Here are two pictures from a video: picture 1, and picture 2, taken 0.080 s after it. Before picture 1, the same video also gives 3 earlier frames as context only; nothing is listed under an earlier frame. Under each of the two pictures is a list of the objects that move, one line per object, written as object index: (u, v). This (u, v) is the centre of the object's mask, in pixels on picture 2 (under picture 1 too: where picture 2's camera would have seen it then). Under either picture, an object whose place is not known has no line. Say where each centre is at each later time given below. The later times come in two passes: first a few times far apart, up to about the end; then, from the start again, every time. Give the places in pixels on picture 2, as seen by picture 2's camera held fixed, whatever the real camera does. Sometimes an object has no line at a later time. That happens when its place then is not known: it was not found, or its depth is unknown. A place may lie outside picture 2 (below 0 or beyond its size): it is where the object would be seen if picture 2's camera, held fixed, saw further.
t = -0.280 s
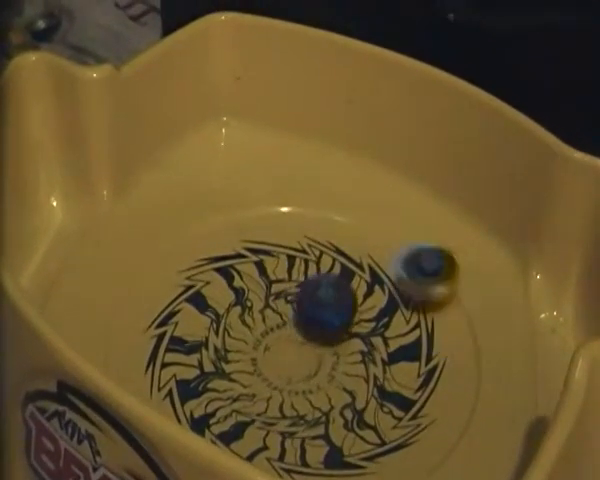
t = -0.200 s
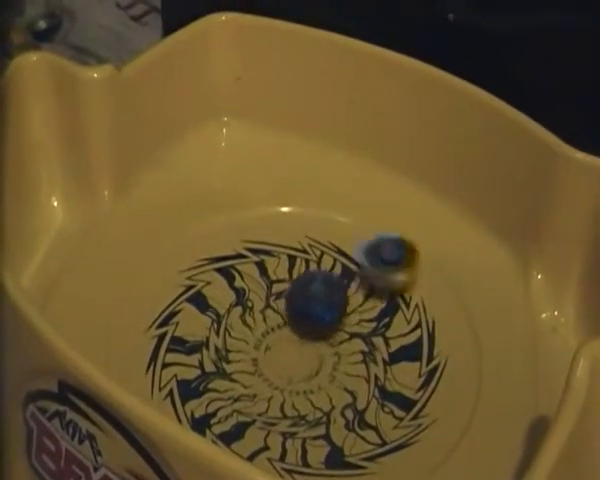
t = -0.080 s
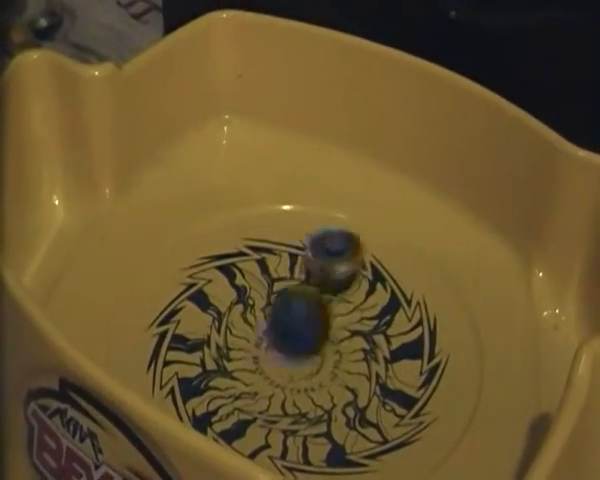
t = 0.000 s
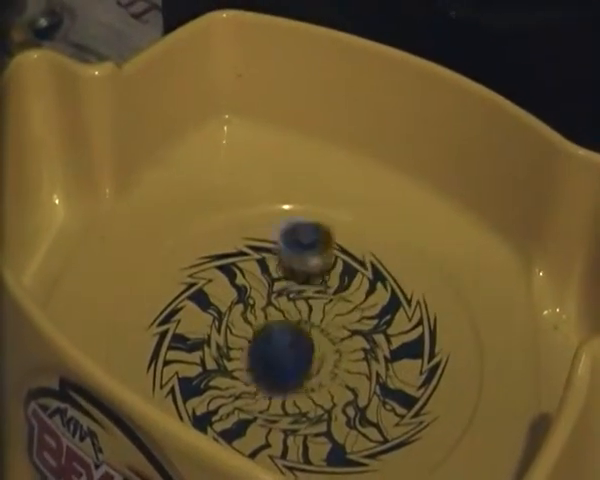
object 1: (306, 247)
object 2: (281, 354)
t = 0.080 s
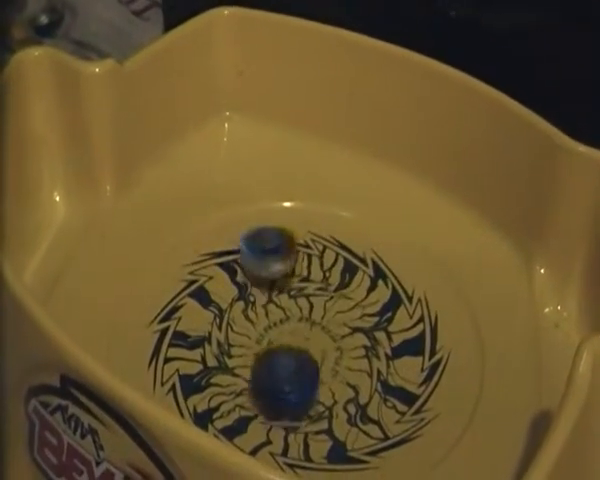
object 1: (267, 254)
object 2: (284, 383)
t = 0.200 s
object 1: (219, 281)
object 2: (304, 408)
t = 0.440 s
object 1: (190, 376)
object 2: (327, 380)
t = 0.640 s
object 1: (273, 434)
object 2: (277, 337)
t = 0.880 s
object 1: (378, 390)
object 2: (209, 320)
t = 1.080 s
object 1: (358, 305)
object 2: (203, 338)
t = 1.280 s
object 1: (281, 252)
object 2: (254, 336)
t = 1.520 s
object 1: (173, 251)
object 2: (280, 290)
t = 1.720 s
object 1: (139, 317)
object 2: (263, 263)
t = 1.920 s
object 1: (221, 384)
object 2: (246, 286)
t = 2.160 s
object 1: (342, 357)
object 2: (286, 321)
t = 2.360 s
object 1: (394, 288)
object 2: (299, 307)
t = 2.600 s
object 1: (344, 214)
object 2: (275, 298)
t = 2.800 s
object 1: (258, 221)
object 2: (272, 322)
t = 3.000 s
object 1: (212, 288)
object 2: (299, 332)
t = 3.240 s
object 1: (247, 385)
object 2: (304, 313)
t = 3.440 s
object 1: (344, 422)
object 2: (278, 312)
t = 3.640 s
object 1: (421, 374)
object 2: (273, 332)
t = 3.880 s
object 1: (370, 293)
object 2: (294, 333)
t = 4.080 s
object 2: (285, 326)
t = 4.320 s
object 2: (280, 357)
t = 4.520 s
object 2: (295, 355)
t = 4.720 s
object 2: (289, 335)
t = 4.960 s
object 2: (260, 317)
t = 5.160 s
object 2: (242, 320)
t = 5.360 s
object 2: (257, 326)
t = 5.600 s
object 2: (275, 312)
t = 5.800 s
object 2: (271, 300)
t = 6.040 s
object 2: (275, 303)
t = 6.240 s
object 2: (287, 309)
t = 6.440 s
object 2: (293, 309)
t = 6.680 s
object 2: (294, 312)
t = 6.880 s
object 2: (294, 316)
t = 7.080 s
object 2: (291, 321)
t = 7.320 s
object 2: (288, 323)
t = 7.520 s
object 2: (286, 326)
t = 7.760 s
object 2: (282, 326)
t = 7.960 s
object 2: (281, 323)
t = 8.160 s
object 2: (287, 326)
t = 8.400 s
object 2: (284, 328)
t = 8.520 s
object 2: (279, 325)
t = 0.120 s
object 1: (251, 261)
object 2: (290, 395)
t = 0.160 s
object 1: (235, 272)
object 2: (298, 403)
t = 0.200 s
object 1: (219, 281)
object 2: (304, 408)
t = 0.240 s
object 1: (207, 295)
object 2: (312, 411)
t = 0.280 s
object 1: (198, 308)
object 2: (321, 411)
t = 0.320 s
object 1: (191, 326)
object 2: (328, 406)
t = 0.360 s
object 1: (187, 340)
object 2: (331, 399)
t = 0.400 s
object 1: (186, 358)
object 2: (331, 390)
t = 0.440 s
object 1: (190, 376)
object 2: (327, 380)
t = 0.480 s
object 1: (201, 390)
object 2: (321, 368)
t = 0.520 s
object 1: (213, 401)
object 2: (312, 358)
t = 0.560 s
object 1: (231, 416)
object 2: (300, 351)
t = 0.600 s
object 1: (250, 425)
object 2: (288, 344)
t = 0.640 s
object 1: (273, 434)
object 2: (277, 337)
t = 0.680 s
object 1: (298, 439)
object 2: (264, 331)
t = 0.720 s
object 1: (320, 441)
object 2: (252, 327)
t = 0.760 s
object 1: (341, 433)
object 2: (240, 324)
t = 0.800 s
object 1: (359, 420)
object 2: (229, 322)
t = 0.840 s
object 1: (371, 406)
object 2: (219, 321)
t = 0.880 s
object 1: (378, 390)
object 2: (209, 320)
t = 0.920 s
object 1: (381, 372)
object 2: (201, 321)
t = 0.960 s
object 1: (379, 353)
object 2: (196, 324)
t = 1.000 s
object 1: (374, 335)
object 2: (195, 327)
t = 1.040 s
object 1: (367, 320)
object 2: (197, 333)
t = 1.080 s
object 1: (358, 305)
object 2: (203, 338)
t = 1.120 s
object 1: (345, 291)
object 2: (212, 342)
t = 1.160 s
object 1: (331, 280)
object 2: (223, 345)
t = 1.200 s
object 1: (316, 266)
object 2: (234, 345)
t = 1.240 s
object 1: (298, 258)
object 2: (244, 342)
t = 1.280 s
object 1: (281, 252)
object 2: (254, 336)
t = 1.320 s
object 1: (261, 246)
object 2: (263, 331)
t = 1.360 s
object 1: (243, 243)
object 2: (271, 322)
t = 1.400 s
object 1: (224, 240)
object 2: (276, 313)
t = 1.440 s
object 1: (204, 241)
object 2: (278, 306)
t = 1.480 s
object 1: (187, 245)
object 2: (280, 298)
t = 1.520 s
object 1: (173, 251)
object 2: (280, 290)
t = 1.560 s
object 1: (159, 259)
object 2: (279, 282)
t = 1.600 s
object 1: (147, 271)
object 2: (277, 274)
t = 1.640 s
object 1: (140, 285)
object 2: (272, 268)
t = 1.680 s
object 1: (137, 300)
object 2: (268, 265)
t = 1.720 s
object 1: (139, 317)
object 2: (263, 263)
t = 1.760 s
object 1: (147, 334)
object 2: (256, 264)
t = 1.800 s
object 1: (160, 351)
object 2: (250, 267)
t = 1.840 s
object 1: (177, 365)
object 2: (247, 272)
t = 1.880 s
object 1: (196, 375)
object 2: (245, 279)
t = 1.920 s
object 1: (221, 384)
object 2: (246, 286)
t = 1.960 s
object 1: (244, 387)
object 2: (249, 294)
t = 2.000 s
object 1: (269, 389)
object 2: (254, 303)
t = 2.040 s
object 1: (290, 386)
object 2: (261, 309)
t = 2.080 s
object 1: (310, 379)
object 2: (269, 314)
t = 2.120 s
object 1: (328, 368)
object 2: (277, 318)
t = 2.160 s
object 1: (342, 357)
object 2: (286, 321)
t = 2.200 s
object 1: (358, 347)
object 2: (291, 320)
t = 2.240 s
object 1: (375, 336)
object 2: (294, 318)
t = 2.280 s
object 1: (385, 321)
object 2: (297, 314)
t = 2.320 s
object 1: (391, 305)
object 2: (299, 311)
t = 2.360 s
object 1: (394, 288)
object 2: (299, 307)
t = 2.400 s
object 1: (395, 272)
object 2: (297, 303)
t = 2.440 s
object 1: (391, 257)
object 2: (295, 300)
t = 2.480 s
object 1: (383, 244)
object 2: (292, 296)
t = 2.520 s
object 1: (372, 231)
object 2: (286, 295)
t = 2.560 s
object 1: (360, 222)
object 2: (281, 296)
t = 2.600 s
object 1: (344, 214)
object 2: (275, 298)
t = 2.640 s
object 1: (327, 210)
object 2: (272, 301)
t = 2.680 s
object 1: (309, 208)
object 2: (269, 307)
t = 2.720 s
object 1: (292, 210)
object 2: (269, 311)
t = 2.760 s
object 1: (274, 215)
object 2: (270, 317)
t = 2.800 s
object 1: (258, 221)
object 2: (272, 322)
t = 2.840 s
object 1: (244, 231)
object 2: (277, 325)
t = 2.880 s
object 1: (234, 244)
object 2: (281, 330)
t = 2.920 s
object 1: (223, 257)
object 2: (287, 331)
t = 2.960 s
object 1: (216, 271)
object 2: (293, 332)
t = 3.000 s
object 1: (212, 288)
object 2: (299, 332)
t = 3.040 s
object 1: (211, 306)
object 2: (304, 330)
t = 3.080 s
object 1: (212, 321)
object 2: (307, 328)
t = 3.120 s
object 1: (217, 339)
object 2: (310, 325)
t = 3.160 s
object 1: (225, 356)
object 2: (310, 321)
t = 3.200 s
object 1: (234, 372)
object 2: (308, 316)
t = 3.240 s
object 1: (247, 385)
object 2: (304, 313)
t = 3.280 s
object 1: (263, 399)
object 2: (300, 310)
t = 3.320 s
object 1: (280, 410)
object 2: (294, 309)
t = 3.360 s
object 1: (301, 417)
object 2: (288, 309)
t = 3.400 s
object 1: (323, 420)
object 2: (283, 310)
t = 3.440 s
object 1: (344, 422)
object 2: (278, 312)
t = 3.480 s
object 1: (366, 419)
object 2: (275, 315)
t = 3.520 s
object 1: (385, 413)
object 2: (272, 319)
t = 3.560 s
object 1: (402, 403)
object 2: (271, 324)
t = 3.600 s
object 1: (412, 391)
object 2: (272, 327)
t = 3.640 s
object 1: (421, 374)
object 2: (273, 332)
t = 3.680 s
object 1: (423, 357)
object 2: (276, 335)
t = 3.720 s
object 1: (419, 341)
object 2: (280, 337)
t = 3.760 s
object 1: (410, 327)
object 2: (284, 339)
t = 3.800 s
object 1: (400, 312)
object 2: (289, 338)
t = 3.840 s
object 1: (388, 302)
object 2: (292, 335)
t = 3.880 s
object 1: (370, 293)
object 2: (294, 333)
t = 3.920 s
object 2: (295, 329)
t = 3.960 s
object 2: (294, 324)
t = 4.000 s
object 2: (293, 319)
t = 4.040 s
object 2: (288, 320)
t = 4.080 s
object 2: (285, 326)
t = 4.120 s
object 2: (282, 335)
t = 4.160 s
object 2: (280, 341)
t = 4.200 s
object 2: (279, 345)
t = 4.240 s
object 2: (278, 349)
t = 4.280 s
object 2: (279, 353)
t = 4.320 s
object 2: (280, 357)
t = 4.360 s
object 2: (282, 359)
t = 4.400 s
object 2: (286, 361)
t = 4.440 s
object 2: (289, 361)
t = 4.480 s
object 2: (292, 359)
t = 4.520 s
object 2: (295, 355)
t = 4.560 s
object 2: (296, 353)
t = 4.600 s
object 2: (296, 349)
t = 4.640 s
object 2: (295, 344)
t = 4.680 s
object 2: (292, 339)
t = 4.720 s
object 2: (289, 335)
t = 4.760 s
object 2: (284, 330)
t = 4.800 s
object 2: (280, 327)
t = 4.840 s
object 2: (274, 322)
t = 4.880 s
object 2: (269, 321)
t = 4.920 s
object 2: (265, 319)
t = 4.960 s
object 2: (260, 317)
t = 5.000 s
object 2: (255, 317)
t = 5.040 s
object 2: (250, 316)
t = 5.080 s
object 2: (246, 316)
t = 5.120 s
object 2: (243, 318)
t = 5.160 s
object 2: (242, 320)
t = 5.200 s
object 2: (243, 321)
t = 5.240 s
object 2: (245, 324)
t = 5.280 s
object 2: (249, 326)
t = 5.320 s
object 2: (253, 327)
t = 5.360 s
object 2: (257, 326)
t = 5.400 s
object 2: (262, 324)
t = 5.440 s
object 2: (265, 322)
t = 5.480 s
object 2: (269, 319)
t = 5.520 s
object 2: (271, 317)
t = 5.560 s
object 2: (273, 314)
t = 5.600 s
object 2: (275, 312)
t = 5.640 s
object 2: (275, 308)
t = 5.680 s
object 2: (274, 306)
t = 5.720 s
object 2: (274, 304)
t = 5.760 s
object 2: (272, 301)
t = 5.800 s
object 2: (271, 300)
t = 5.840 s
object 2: (270, 300)
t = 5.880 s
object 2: (270, 300)
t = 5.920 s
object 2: (270, 301)
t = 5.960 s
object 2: (271, 301)
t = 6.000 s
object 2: (273, 302)
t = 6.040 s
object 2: (275, 303)
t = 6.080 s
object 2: (277, 305)
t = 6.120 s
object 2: (279, 307)
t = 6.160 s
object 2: (282, 307)
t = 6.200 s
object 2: (284, 308)
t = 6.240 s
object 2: (287, 309)
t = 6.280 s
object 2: (289, 309)
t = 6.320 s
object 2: (291, 309)
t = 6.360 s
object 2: (292, 309)
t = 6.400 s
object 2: (292, 309)
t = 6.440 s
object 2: (293, 309)
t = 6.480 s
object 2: (294, 310)
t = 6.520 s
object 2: (294, 310)
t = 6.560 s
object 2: (294, 310)
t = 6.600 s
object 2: (294, 311)
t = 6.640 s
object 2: (294, 311)
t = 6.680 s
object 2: (294, 312)
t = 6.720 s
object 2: (294, 312)
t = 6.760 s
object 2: (294, 314)
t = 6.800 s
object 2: (294, 314)
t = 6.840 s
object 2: (294, 316)
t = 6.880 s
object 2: (294, 316)
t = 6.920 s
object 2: (293, 318)
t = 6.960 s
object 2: (292, 319)
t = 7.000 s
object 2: (292, 319)
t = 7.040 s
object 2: (292, 321)
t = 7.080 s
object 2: (291, 321)
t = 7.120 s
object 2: (290, 321)
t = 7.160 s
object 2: (291, 322)
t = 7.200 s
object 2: (290, 323)
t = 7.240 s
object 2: (288, 323)
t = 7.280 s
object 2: (288, 324)
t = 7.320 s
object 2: (288, 323)
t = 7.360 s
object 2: (287, 324)
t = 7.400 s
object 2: (287, 325)
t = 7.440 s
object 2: (286, 326)
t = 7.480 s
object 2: (286, 326)
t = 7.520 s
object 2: (286, 326)
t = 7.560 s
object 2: (286, 326)
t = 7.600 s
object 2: (286, 326)
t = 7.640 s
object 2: (284, 325)
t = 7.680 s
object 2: (283, 325)
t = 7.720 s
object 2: (283, 324)
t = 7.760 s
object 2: (282, 326)
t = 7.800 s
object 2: (283, 325)
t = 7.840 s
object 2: (282, 326)
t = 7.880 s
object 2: (281, 326)
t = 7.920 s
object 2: (281, 325)
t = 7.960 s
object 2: (281, 323)
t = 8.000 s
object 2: (282, 327)
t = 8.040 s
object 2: (288, 323)
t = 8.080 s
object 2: (290, 325)
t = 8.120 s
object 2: (288, 326)
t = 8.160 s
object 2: (287, 326)
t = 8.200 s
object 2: (287, 328)
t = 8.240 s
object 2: (287, 329)
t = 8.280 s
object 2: (288, 330)
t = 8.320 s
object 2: (287, 330)
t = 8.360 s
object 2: (286, 328)
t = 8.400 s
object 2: (284, 328)
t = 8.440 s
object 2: (281, 327)
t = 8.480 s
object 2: (279, 325)
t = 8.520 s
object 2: (279, 325)
